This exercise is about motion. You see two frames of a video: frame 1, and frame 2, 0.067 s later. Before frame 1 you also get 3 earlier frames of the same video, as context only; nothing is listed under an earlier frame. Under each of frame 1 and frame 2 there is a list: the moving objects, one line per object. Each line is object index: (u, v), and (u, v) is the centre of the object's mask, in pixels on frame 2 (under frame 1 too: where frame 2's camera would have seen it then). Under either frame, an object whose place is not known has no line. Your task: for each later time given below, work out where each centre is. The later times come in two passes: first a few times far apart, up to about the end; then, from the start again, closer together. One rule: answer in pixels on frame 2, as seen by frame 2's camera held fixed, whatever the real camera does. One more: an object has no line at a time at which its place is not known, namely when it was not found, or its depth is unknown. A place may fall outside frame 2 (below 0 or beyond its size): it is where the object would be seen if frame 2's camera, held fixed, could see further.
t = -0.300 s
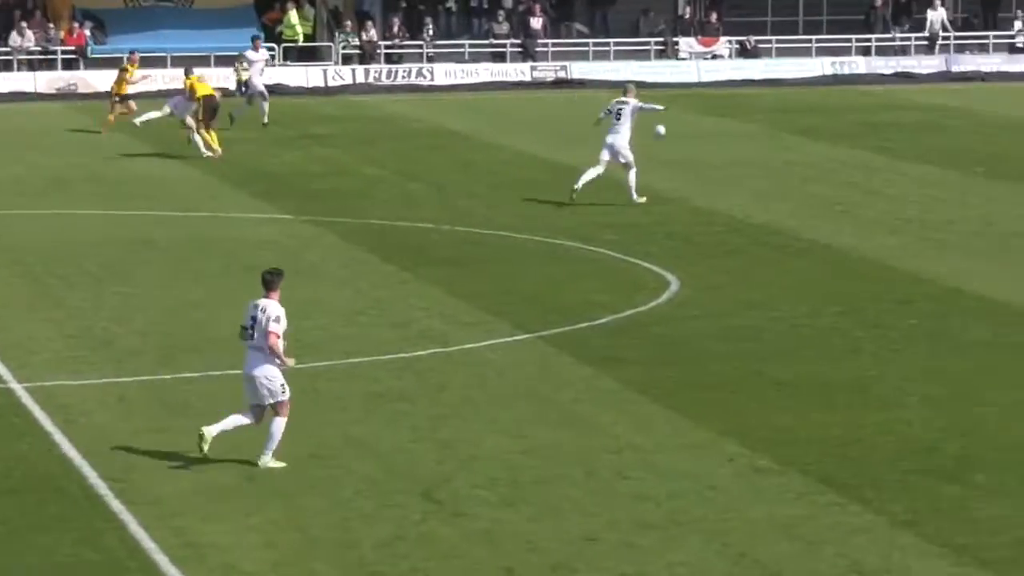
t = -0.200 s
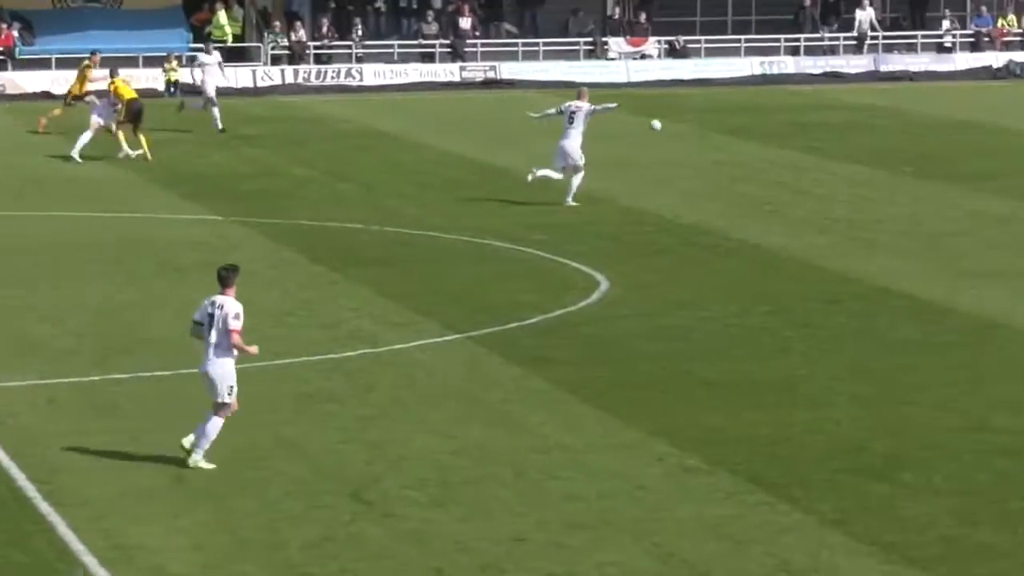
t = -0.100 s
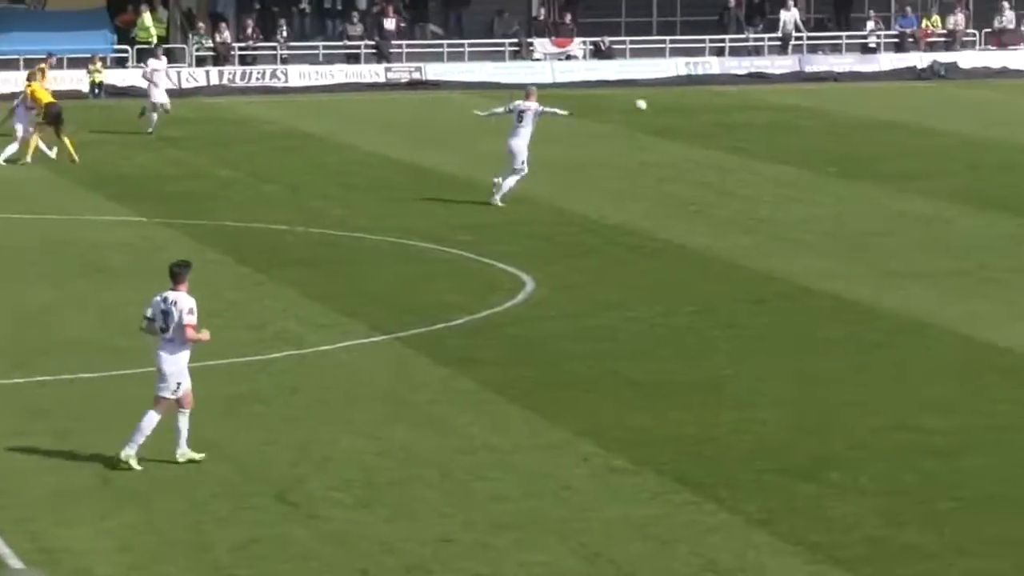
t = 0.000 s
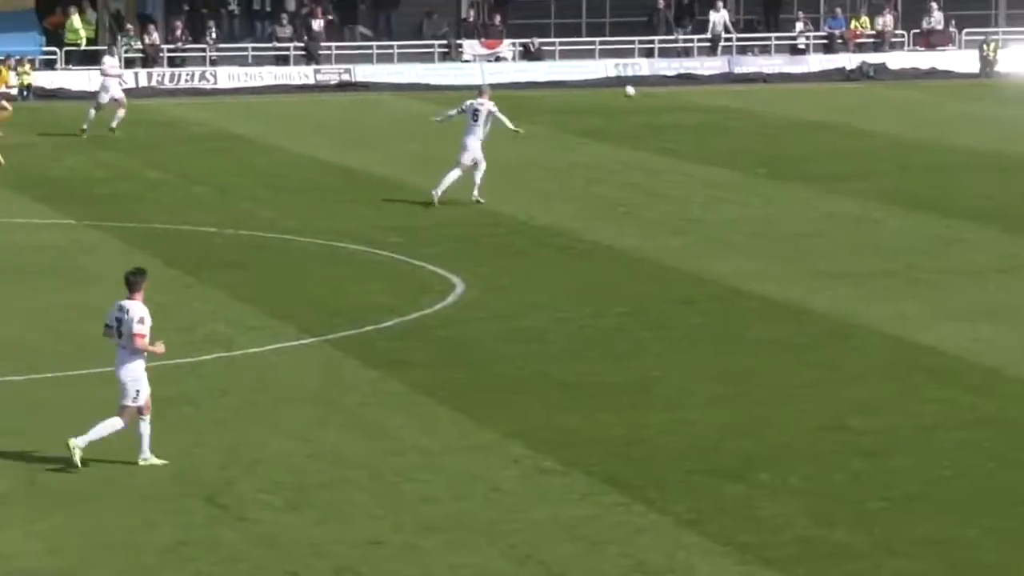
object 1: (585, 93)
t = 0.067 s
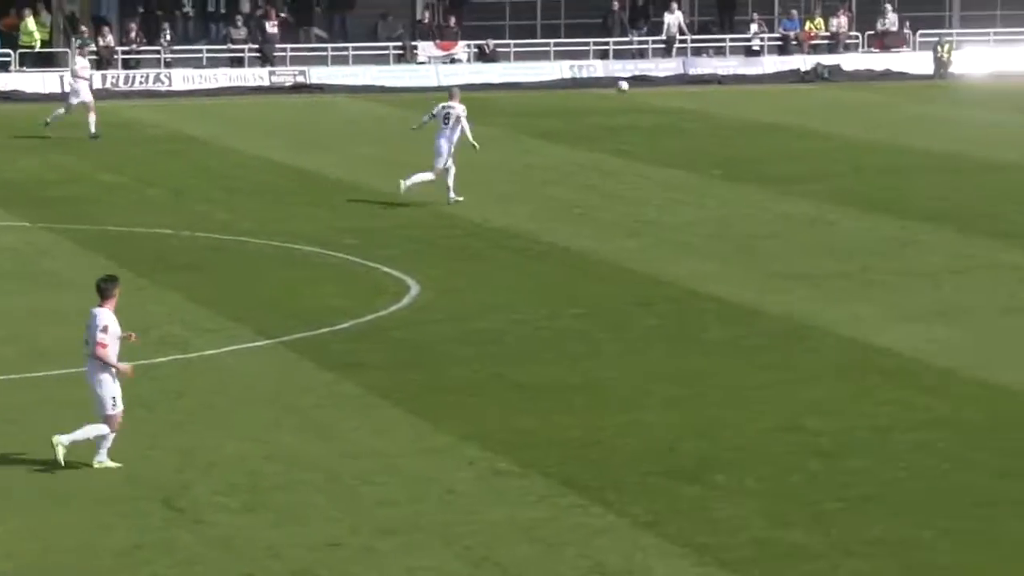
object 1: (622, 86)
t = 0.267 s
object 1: (735, 80)
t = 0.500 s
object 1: (867, 101)
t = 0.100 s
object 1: (642, 83)
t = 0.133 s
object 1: (660, 82)
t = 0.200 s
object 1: (698, 80)
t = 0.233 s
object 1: (717, 80)
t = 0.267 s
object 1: (735, 80)
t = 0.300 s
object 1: (754, 81)
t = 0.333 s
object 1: (772, 83)
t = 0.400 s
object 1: (810, 88)
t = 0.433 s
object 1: (829, 93)
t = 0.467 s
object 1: (848, 96)
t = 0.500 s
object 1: (867, 101)
